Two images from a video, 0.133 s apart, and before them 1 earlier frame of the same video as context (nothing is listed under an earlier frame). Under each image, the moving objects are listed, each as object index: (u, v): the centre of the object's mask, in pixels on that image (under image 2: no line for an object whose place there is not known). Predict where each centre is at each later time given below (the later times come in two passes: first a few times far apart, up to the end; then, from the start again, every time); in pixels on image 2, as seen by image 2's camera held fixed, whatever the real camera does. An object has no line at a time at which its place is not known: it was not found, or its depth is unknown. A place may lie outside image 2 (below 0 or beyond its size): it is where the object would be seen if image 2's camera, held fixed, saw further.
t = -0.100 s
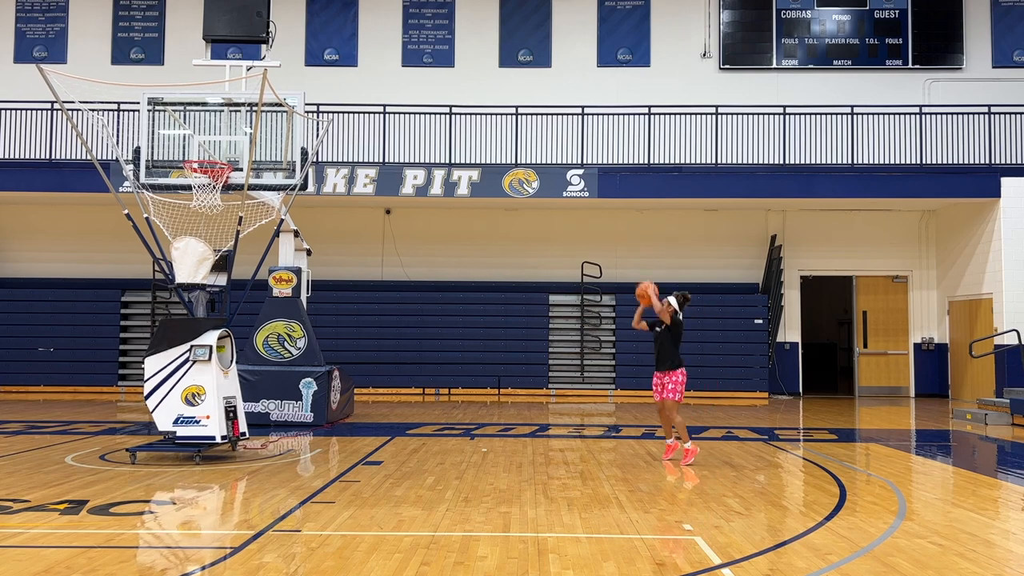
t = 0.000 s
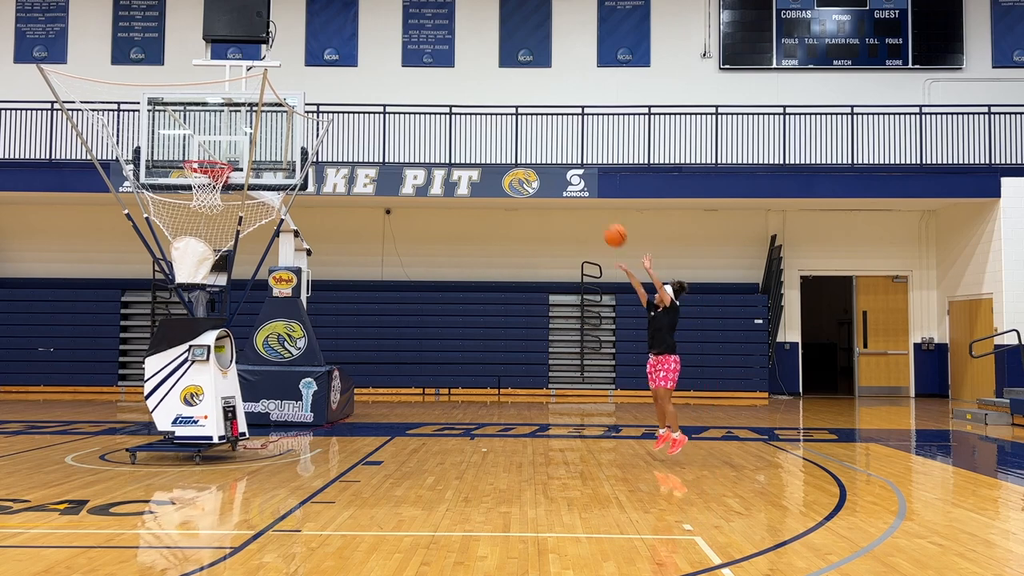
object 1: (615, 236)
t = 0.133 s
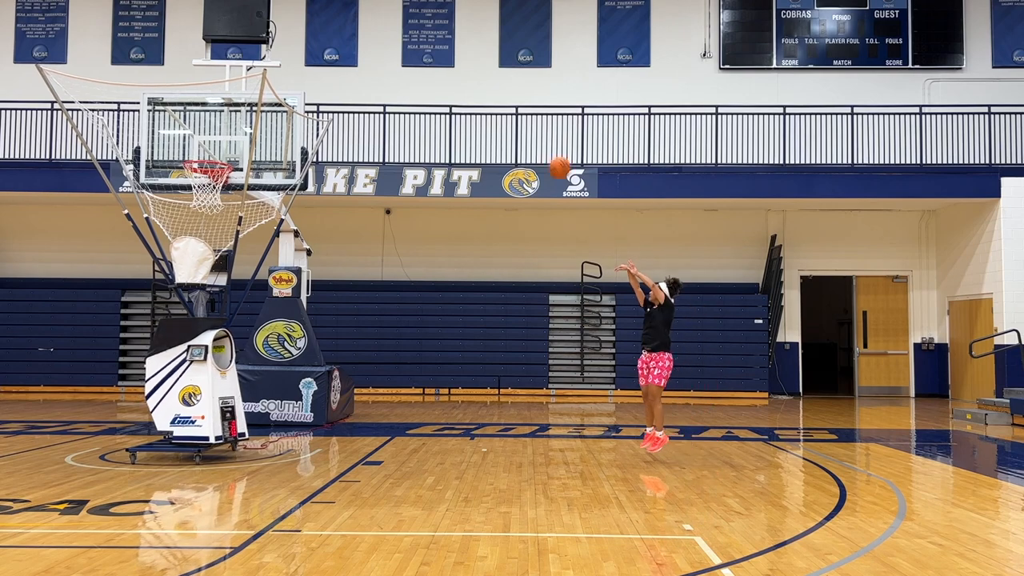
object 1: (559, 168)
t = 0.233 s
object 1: (518, 128)
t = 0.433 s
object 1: (438, 77)
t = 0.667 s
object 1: (348, 64)
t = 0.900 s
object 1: (260, 102)
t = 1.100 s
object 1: (198, 164)
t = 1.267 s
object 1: (223, 183)
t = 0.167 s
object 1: (545, 153)
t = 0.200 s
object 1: (532, 140)
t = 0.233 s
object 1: (518, 128)
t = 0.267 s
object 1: (505, 117)
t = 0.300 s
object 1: (491, 107)
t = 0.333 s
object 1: (478, 98)
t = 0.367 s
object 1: (464, 90)
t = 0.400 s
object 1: (451, 83)
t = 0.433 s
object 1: (438, 77)
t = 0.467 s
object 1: (425, 72)
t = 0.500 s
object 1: (412, 69)
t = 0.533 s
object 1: (399, 66)
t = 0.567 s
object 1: (386, 64)
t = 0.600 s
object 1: (373, 63)
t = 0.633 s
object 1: (361, 63)
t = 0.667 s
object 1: (348, 64)
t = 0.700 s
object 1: (335, 67)
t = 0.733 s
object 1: (322, 70)
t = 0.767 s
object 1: (310, 75)
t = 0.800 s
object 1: (297, 80)
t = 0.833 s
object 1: (285, 86)
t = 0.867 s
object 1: (273, 94)
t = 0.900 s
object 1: (260, 102)
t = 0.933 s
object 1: (247, 111)
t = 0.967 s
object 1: (235, 121)
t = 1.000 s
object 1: (222, 132)
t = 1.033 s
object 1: (210, 145)
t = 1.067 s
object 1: (197, 156)
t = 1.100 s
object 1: (198, 164)
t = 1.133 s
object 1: (206, 170)
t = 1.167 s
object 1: (213, 174)
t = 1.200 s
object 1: (218, 179)
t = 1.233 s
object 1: (222, 183)
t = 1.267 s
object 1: (223, 183)
